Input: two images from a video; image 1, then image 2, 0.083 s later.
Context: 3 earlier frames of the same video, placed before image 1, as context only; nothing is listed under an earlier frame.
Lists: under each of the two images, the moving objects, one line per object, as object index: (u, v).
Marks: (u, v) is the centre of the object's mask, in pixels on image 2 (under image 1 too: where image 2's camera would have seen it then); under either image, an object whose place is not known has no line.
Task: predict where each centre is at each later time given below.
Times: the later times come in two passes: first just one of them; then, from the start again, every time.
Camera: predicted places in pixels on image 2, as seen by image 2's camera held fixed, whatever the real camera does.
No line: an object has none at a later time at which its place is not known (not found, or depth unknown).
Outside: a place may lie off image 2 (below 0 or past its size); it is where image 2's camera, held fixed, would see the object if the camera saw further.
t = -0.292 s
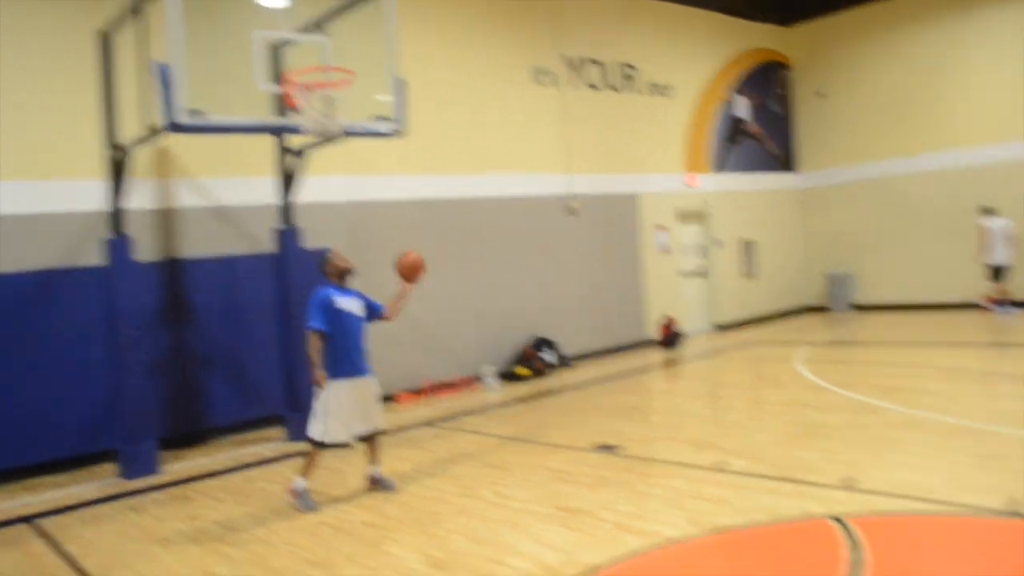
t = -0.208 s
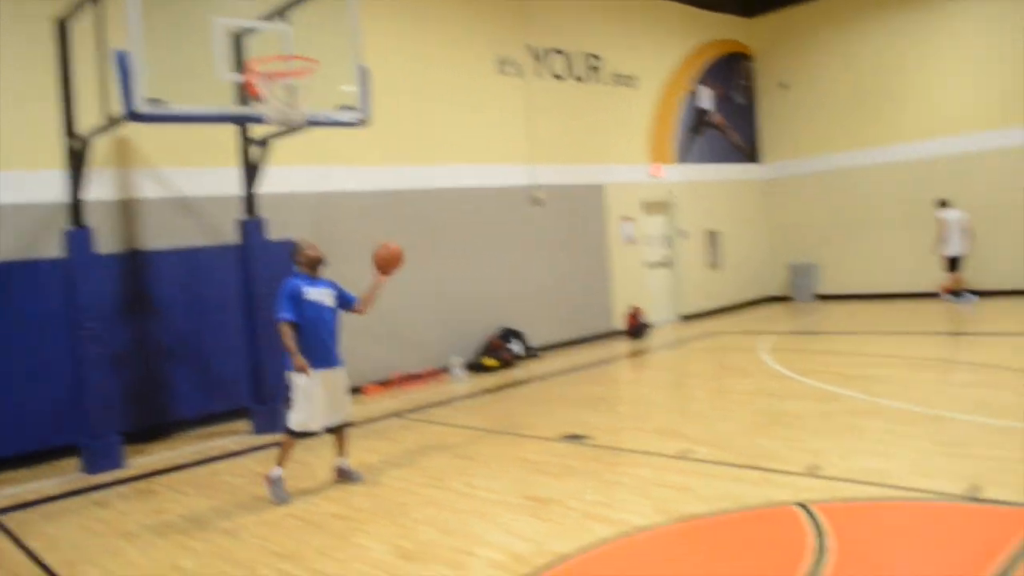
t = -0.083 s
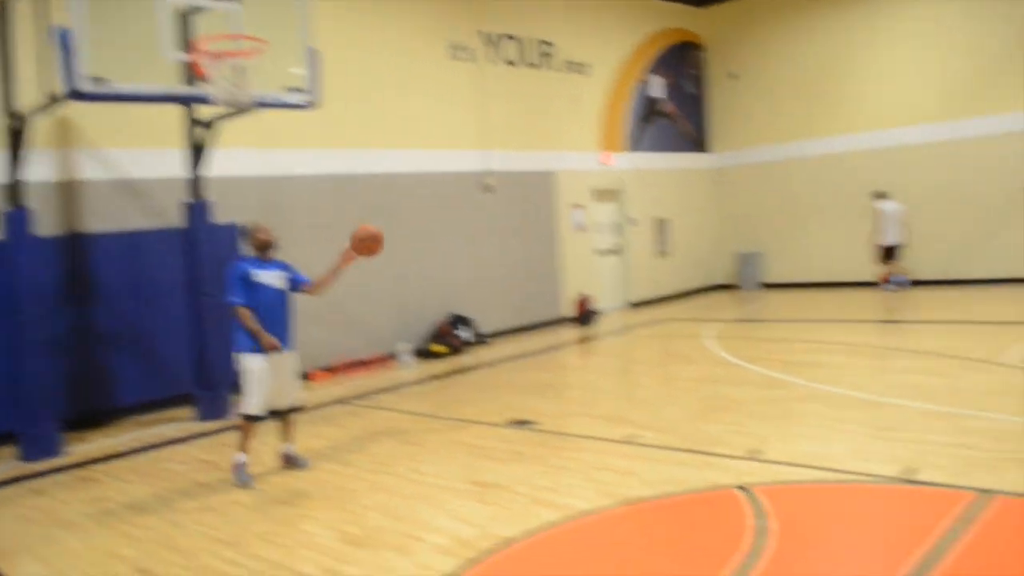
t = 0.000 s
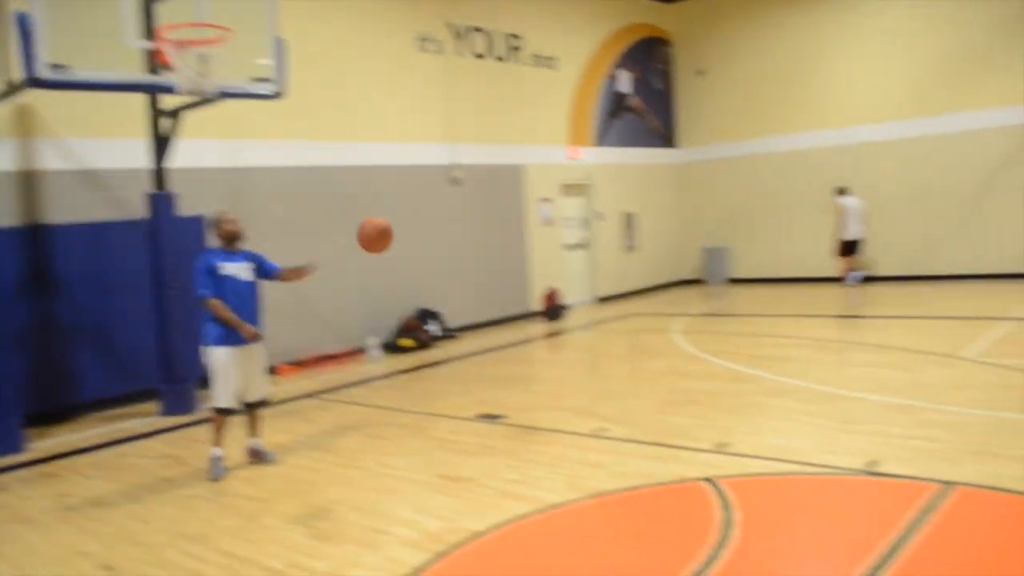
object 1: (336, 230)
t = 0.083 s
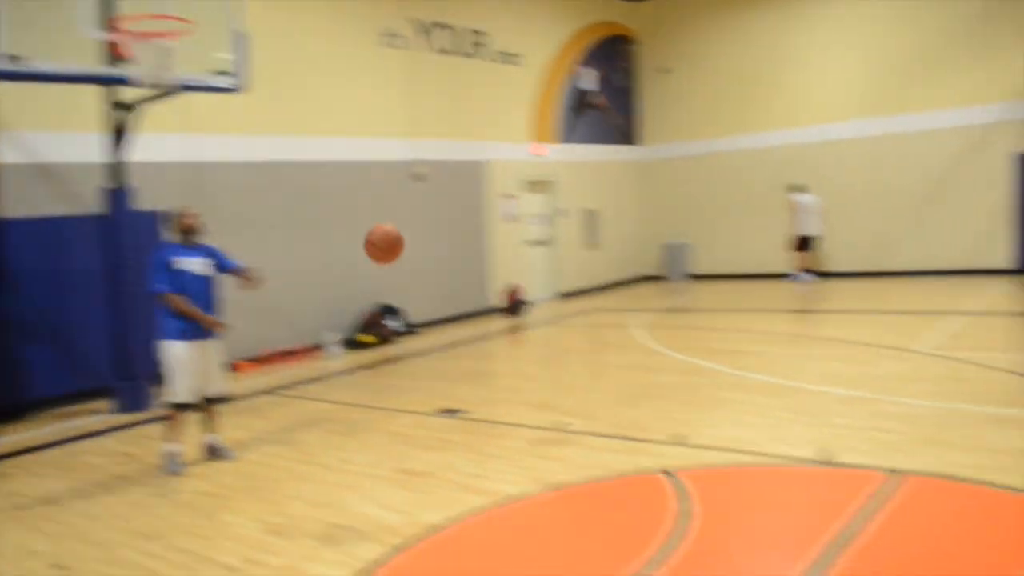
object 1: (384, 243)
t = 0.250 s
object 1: (510, 317)
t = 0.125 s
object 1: (410, 255)
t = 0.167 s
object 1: (440, 272)
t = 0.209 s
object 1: (473, 292)
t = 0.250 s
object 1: (510, 317)
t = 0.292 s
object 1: (546, 348)
